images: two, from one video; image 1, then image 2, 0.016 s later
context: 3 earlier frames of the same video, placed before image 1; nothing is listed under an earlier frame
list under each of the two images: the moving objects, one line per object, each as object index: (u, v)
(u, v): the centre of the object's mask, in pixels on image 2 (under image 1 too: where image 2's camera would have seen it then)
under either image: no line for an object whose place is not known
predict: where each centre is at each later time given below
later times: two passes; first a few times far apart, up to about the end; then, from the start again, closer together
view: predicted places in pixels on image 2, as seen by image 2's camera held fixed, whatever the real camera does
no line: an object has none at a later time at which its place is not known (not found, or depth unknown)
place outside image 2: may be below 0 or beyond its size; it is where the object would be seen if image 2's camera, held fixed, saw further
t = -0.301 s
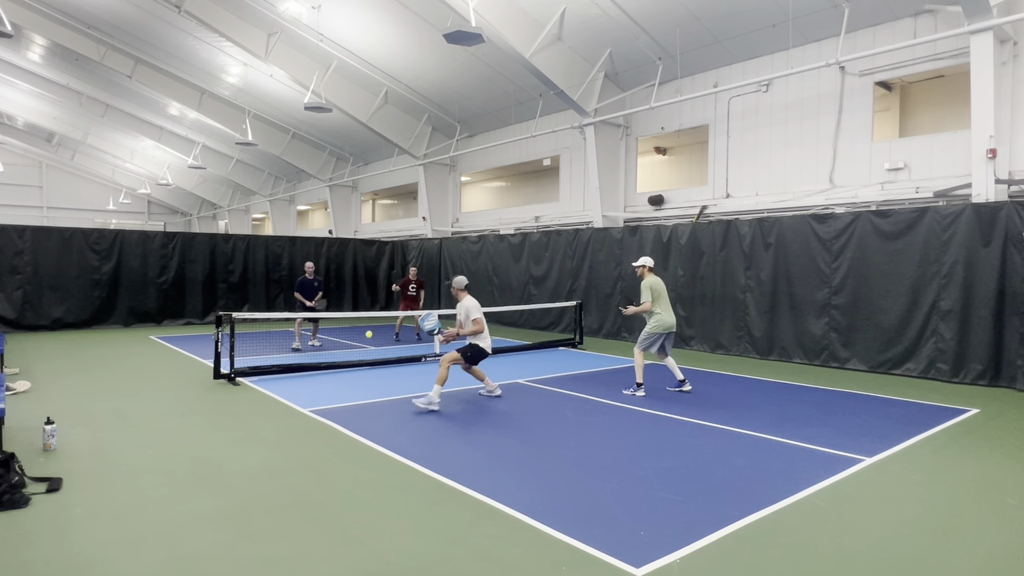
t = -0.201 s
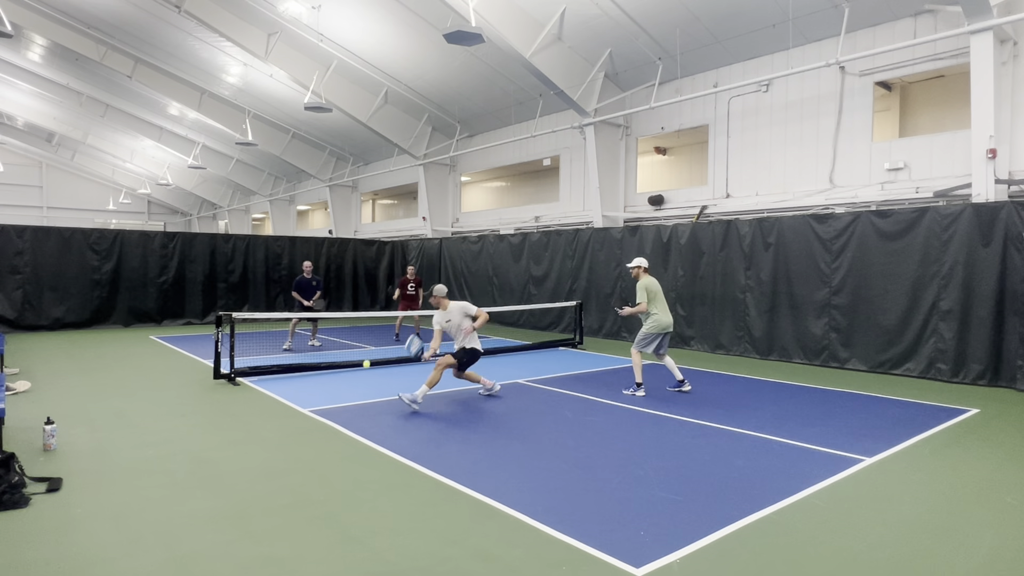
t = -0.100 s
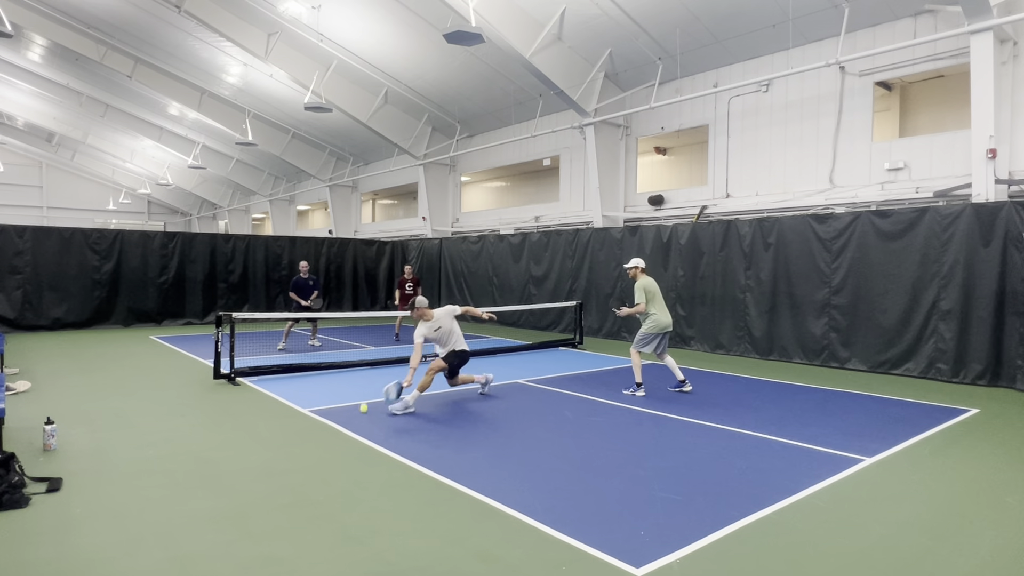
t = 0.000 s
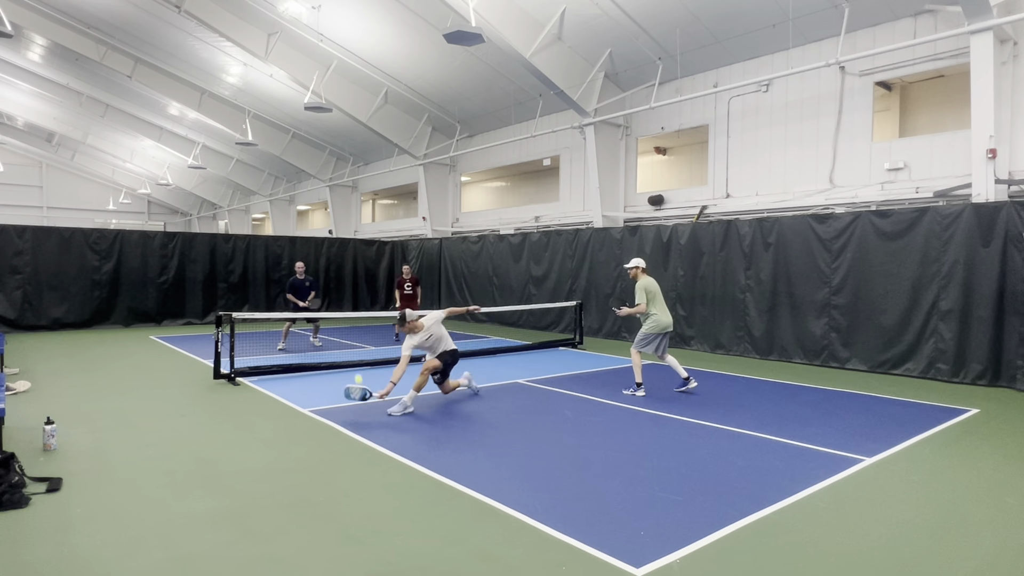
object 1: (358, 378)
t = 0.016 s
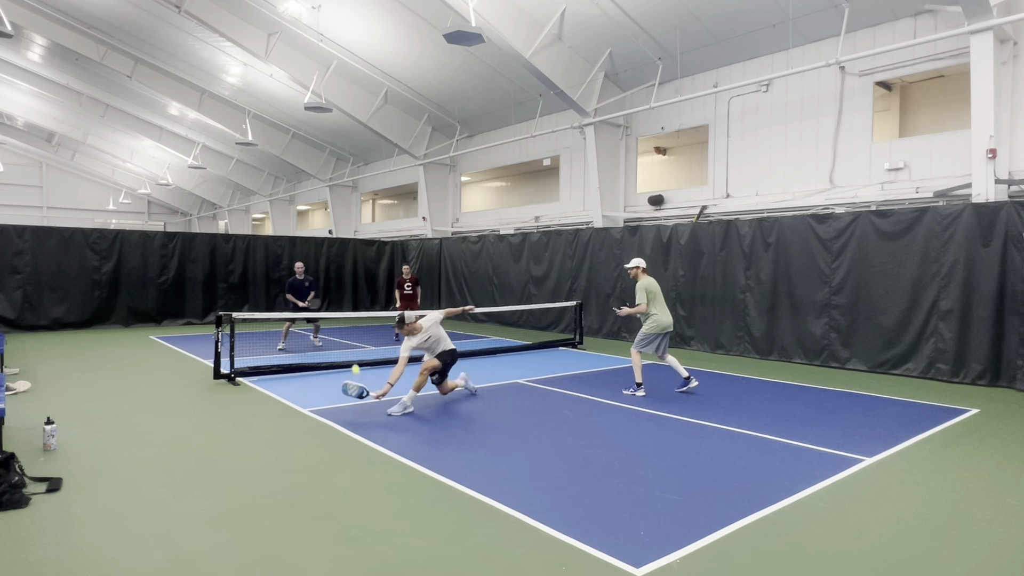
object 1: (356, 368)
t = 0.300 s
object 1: (321, 268)
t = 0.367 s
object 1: (314, 257)
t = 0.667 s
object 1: (292, 252)
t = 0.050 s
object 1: (351, 351)
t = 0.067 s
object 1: (348, 343)
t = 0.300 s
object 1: (321, 268)
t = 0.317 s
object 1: (319, 265)
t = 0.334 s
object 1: (317, 262)
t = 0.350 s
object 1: (316, 260)
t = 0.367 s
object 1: (314, 257)
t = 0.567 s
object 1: (298, 247)
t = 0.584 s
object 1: (297, 247)
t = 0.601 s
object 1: (296, 248)
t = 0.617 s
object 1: (295, 249)
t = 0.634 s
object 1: (294, 250)
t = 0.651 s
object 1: (293, 251)
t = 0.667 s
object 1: (292, 252)
